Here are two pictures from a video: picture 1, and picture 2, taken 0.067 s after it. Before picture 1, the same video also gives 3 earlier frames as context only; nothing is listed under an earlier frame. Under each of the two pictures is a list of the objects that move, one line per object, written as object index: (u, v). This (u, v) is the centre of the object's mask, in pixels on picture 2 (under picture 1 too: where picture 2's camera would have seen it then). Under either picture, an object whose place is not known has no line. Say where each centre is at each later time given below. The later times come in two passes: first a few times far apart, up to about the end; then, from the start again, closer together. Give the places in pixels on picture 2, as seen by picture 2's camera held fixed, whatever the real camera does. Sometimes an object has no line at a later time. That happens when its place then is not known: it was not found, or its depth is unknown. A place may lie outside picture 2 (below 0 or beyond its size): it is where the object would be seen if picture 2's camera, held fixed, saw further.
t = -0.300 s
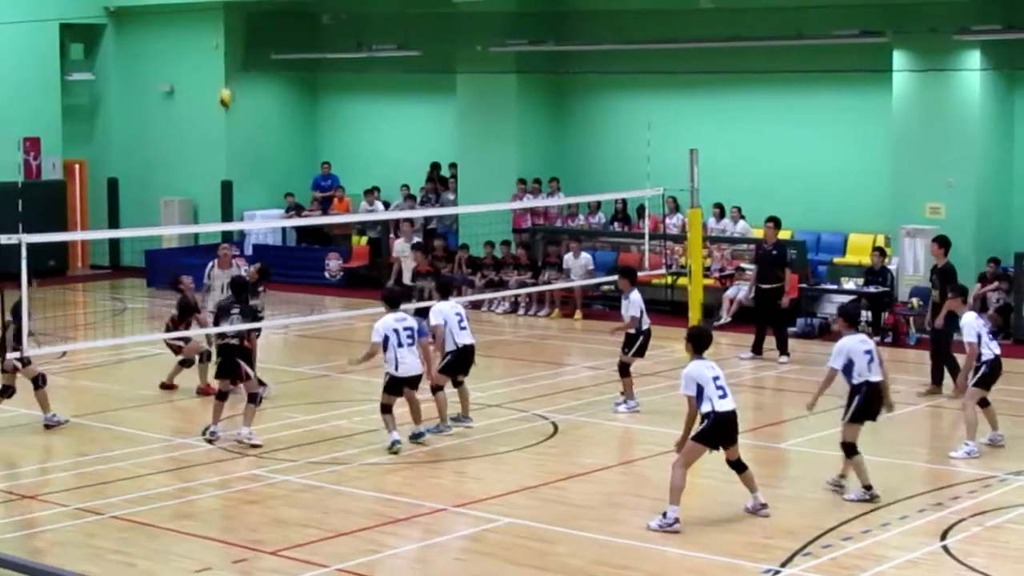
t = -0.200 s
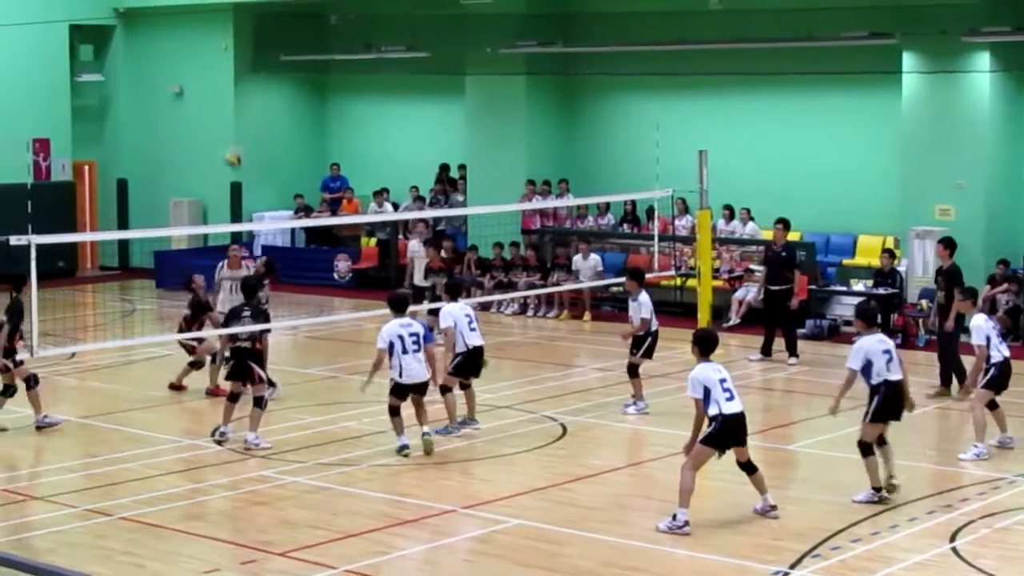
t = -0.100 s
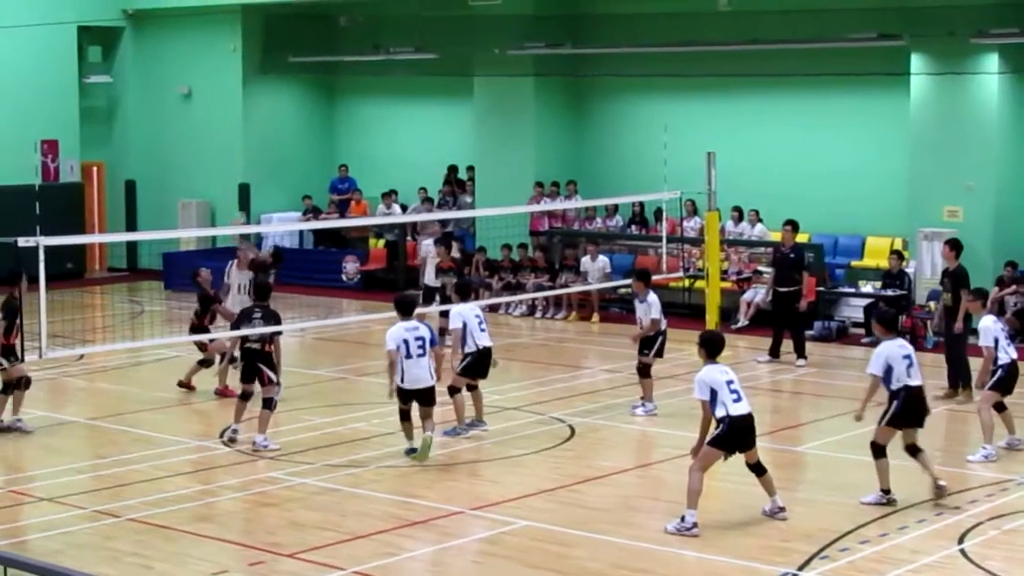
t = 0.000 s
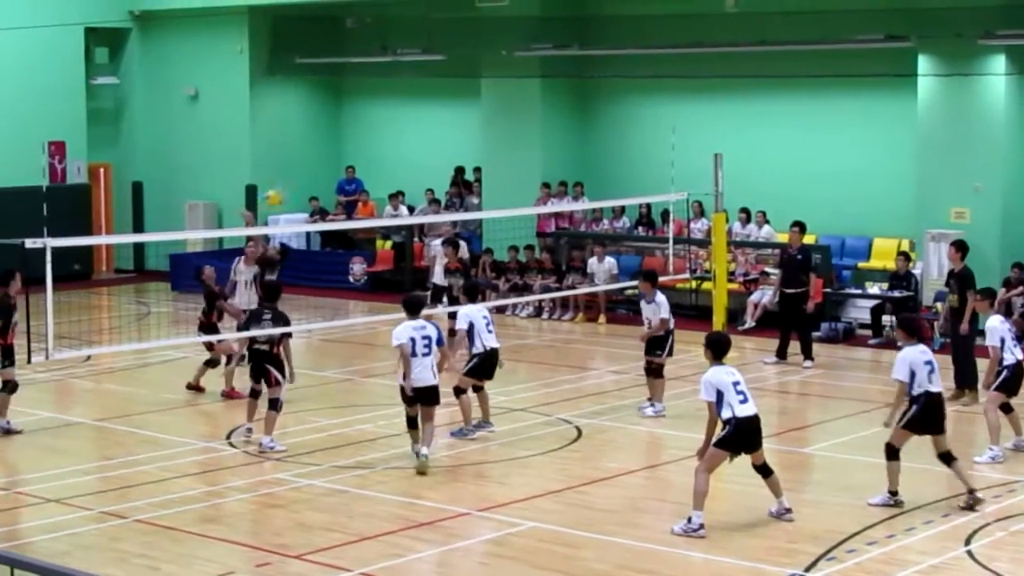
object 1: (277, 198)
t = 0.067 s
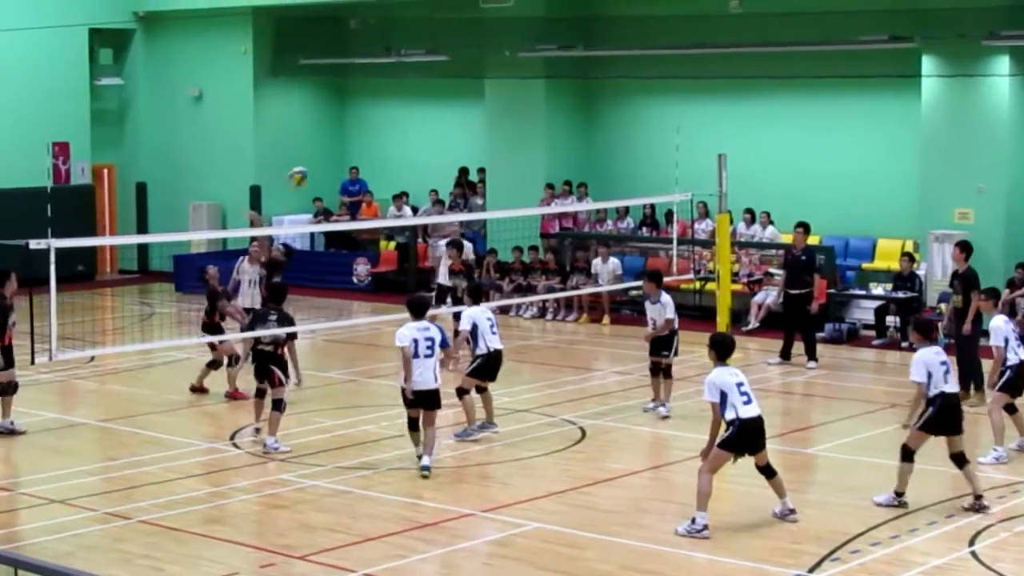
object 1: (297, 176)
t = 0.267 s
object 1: (364, 134)
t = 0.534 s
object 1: (462, 138)
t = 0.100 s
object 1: (308, 166)
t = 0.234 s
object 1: (352, 139)
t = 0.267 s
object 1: (364, 134)
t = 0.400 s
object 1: (412, 127)
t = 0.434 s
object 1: (423, 127)
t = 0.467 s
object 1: (436, 130)
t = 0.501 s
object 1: (448, 134)
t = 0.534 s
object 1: (462, 138)
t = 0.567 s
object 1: (476, 144)
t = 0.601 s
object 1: (489, 151)
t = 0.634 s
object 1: (502, 160)
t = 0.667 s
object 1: (515, 171)
